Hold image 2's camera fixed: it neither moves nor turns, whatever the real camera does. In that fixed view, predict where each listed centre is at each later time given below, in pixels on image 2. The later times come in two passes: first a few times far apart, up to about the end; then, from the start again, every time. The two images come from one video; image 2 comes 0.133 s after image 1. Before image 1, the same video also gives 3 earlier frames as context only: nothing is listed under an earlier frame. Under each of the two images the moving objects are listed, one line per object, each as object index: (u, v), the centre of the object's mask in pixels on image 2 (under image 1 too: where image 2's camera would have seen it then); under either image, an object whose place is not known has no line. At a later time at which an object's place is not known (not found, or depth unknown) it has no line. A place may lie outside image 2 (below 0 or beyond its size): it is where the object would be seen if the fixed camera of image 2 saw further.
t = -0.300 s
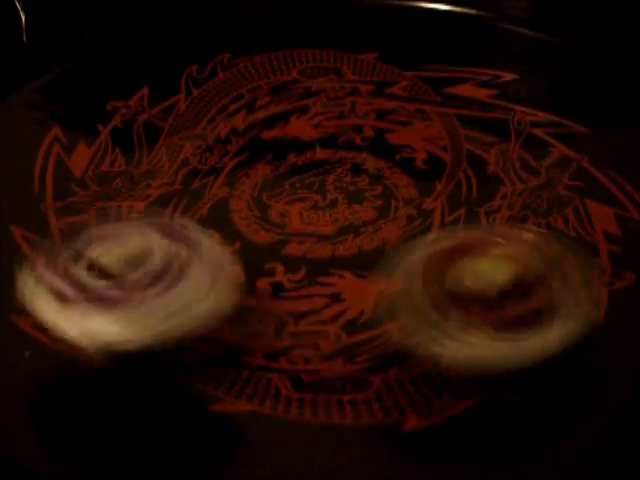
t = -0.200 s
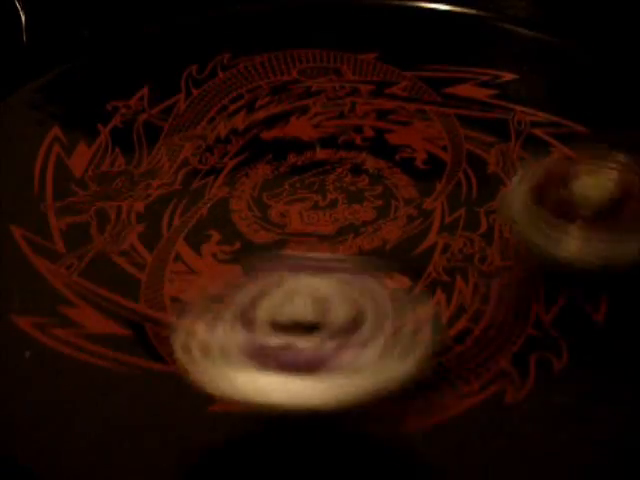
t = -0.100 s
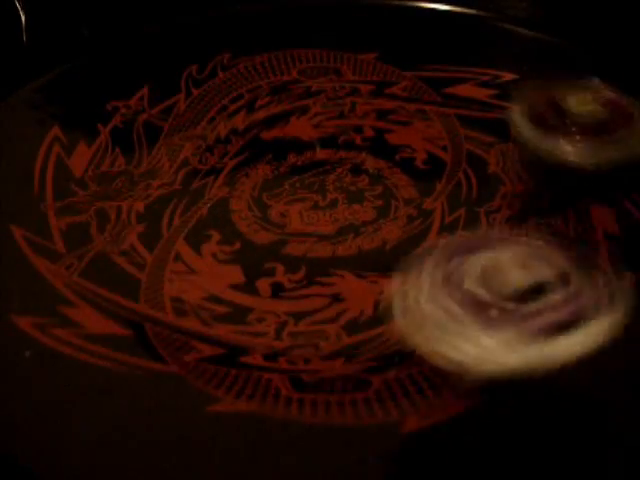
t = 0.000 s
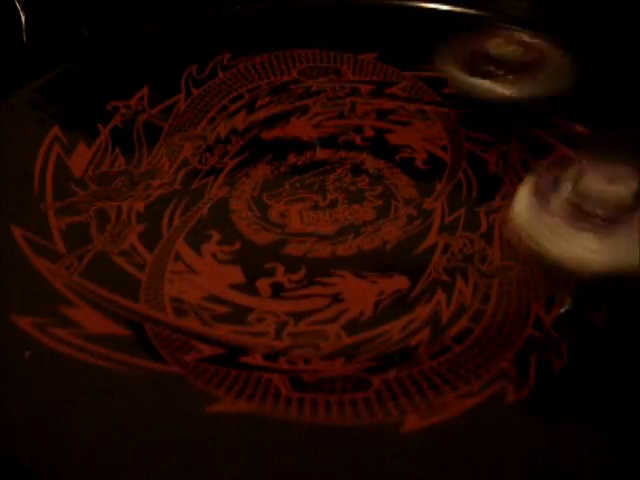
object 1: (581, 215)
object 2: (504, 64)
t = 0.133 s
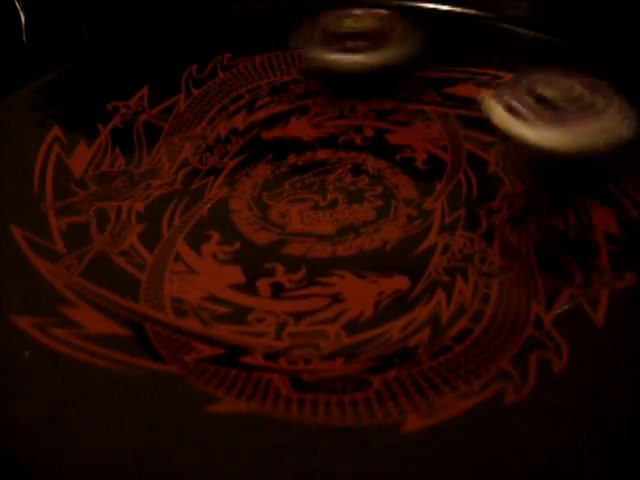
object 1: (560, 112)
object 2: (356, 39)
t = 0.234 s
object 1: (463, 66)
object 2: (239, 57)
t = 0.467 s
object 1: (194, 65)
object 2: (101, 210)
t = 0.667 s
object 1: (69, 186)
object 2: (373, 331)
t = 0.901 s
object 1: (383, 303)
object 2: (605, 170)
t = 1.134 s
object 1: (578, 136)
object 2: (437, 61)
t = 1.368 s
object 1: (377, 45)
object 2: (178, 111)
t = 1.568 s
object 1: (167, 93)
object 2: (93, 258)
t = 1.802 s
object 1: (144, 261)
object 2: (480, 349)
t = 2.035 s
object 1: (533, 272)
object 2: (581, 151)
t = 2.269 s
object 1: (535, 100)
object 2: (349, 72)
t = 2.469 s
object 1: (321, 58)
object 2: (127, 108)
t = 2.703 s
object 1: (99, 133)
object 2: (89, 286)
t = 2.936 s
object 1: (215, 295)
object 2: (503, 294)
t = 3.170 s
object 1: (558, 210)
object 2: (523, 108)
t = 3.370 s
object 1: (495, 78)
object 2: (322, 51)
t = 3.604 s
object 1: (256, 59)
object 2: (99, 134)
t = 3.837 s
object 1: (107, 182)
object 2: (243, 306)
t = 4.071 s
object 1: (358, 304)
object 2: (575, 207)
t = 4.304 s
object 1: (575, 163)
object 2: (470, 66)
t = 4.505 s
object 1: (435, 70)
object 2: (247, 77)
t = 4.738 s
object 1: (197, 88)
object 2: (118, 214)
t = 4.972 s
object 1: (107, 228)
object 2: (425, 329)
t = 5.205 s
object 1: (443, 282)
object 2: (587, 159)
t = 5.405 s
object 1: (548, 143)
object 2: (423, 78)
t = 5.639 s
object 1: (364, 60)
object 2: (179, 111)
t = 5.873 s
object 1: (154, 113)
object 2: (100, 269)
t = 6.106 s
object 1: (187, 266)
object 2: (485, 312)
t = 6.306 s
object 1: (493, 265)
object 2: (557, 153)
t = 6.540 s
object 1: (526, 111)
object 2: (351, 71)
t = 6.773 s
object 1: (313, 71)
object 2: (119, 120)
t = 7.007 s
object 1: (140, 133)
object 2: (170, 293)
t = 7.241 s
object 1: (224, 272)
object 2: (533, 247)
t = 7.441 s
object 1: (505, 241)
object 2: (521, 106)
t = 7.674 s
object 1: (502, 100)
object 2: (294, 64)
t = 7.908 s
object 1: (310, 72)
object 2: (122, 166)
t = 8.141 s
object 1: (184, 108)
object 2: (303, 315)
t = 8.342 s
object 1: (159, 216)
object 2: (571, 224)
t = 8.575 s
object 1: (433, 262)
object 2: (480, 88)
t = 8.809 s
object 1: (537, 133)
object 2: (244, 97)
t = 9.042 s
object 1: (372, 77)
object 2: (110, 221)
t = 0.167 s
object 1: (530, 92)
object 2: (316, 42)
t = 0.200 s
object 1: (498, 77)
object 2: (277, 48)
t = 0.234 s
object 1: (463, 66)
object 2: (239, 57)
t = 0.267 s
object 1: (425, 57)
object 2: (205, 69)
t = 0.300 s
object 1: (387, 51)
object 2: (171, 85)
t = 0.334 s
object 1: (348, 48)
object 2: (144, 104)
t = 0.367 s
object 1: (310, 48)
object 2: (123, 126)
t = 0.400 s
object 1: (271, 50)
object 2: (106, 152)
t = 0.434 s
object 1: (232, 56)
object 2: (98, 179)
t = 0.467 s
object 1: (194, 65)
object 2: (101, 210)
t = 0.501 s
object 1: (160, 77)
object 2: (115, 237)
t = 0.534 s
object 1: (128, 92)
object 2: (142, 267)
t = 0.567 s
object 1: (101, 112)
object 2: (184, 295)
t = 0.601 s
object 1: (80, 134)
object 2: (236, 314)
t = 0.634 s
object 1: (70, 158)
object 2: (297, 327)
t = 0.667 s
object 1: (69, 186)
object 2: (373, 331)
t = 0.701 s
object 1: (80, 217)
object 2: (440, 326)
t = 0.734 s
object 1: (98, 243)
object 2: (507, 309)
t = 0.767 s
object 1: (135, 269)
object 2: (550, 287)
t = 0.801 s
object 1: (183, 288)
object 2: (575, 260)
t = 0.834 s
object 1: (245, 301)
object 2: (591, 231)
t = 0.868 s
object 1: (315, 308)
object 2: (602, 195)
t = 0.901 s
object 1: (383, 303)
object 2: (605, 170)
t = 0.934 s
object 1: (443, 293)
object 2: (601, 144)
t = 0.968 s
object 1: (496, 273)
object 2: (593, 120)
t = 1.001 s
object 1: (538, 249)
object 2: (578, 102)
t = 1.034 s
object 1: (562, 220)
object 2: (550, 86)
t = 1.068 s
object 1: (576, 190)
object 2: (516, 74)
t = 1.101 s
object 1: (578, 162)
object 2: (480, 66)
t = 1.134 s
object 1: (578, 136)
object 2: (437, 61)
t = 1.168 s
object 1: (569, 113)
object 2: (394, 60)
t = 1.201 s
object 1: (548, 92)
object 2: (354, 61)
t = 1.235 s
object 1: (519, 74)
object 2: (315, 65)
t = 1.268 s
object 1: (489, 62)
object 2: (277, 74)
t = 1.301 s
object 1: (454, 54)
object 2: (241, 83)
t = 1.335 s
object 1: (415, 48)
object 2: (209, 96)
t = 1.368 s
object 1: (377, 45)
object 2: (178, 111)
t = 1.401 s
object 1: (339, 45)
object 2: (147, 129)
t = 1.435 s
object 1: (300, 49)
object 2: (122, 150)
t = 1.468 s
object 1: (263, 56)
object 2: (100, 172)
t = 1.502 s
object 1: (229, 66)
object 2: (86, 199)
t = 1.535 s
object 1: (196, 79)
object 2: (85, 228)
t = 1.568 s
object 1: (167, 93)
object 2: (93, 258)
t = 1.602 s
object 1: (142, 112)
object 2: (117, 289)
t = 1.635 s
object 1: (121, 134)
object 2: (153, 317)
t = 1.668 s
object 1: (106, 158)
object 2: (209, 344)
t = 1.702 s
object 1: (99, 184)
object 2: (264, 359)
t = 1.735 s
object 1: (103, 212)
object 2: (339, 368)
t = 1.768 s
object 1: (116, 237)
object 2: (410, 363)
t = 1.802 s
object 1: (144, 261)
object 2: (480, 349)
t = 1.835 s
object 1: (185, 285)
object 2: (532, 326)
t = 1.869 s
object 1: (236, 301)
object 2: (562, 297)
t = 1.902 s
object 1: (300, 313)
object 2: (579, 266)
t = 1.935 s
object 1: (370, 316)
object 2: (589, 230)
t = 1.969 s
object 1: (429, 308)
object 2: (592, 201)
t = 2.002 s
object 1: (489, 292)
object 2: (589, 174)
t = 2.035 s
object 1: (533, 272)
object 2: (581, 151)
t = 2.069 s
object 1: (559, 246)
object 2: (564, 129)
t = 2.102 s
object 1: (576, 217)
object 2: (534, 113)
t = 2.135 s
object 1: (583, 188)
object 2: (499, 98)
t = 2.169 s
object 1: (582, 162)
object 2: (465, 86)
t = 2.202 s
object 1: (576, 138)
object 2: (424, 79)
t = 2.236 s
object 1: (563, 118)
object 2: (386, 74)
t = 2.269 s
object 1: (535, 100)
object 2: (349, 72)
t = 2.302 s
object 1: (503, 84)
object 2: (310, 71)
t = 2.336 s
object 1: (469, 73)
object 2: (272, 73)
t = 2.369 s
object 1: (433, 66)
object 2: (232, 77)
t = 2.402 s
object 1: (396, 60)
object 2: (195, 84)
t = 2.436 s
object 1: (358, 58)
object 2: (159, 94)
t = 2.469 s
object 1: (321, 58)
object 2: (127, 108)
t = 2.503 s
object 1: (284, 60)
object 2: (97, 124)
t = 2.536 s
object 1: (249, 65)
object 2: (72, 146)
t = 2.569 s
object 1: (214, 72)
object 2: (61, 168)
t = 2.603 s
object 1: (180, 82)
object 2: (57, 195)
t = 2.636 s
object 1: (148, 96)
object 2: (58, 227)
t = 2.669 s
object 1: (121, 113)
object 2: (69, 256)
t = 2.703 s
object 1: (99, 133)
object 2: (89, 286)
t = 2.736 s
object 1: (81, 155)
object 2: (126, 311)
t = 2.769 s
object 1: (75, 180)
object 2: (182, 331)
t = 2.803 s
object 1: (80, 206)
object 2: (246, 342)
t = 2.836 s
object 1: (94, 234)
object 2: (316, 345)
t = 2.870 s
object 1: (121, 256)
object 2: (388, 336)
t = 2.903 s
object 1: (163, 280)
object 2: (450, 318)
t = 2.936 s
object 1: (215, 295)
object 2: (503, 294)
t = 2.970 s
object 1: (277, 305)
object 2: (536, 265)
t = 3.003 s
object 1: (341, 306)
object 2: (556, 236)
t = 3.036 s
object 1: (406, 296)
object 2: (567, 204)
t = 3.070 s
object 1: (458, 281)
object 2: (569, 177)
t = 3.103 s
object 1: (504, 261)
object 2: (562, 151)
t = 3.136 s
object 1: (539, 237)
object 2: (543, 130)
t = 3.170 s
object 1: (558, 210)
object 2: (523, 108)
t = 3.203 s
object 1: (568, 183)
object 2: (495, 91)
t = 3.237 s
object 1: (567, 156)
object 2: (466, 76)
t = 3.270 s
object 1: (560, 132)
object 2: (432, 66)
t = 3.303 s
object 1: (544, 112)
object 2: (395, 57)
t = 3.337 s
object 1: (521, 93)
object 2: (358, 52)
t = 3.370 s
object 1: (495, 78)
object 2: (322, 51)
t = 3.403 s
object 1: (466, 67)
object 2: (283, 53)
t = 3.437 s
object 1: (432, 58)
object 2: (246, 58)
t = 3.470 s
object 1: (398, 52)
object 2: (209, 67)
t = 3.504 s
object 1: (362, 50)
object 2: (175, 78)
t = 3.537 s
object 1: (326, 50)
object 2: (146, 93)
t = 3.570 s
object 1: (290, 54)
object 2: (121, 111)
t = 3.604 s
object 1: (256, 59)
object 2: (99, 134)
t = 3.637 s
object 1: (223, 69)
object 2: (87, 157)
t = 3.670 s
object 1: (193, 81)
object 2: (82, 187)
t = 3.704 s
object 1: (166, 95)
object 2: (91, 215)
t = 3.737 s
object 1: (142, 113)
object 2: (109, 243)
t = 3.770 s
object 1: (124, 134)
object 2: (145, 269)
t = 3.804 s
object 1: (111, 156)
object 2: (190, 292)
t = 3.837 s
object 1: (107, 182)
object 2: (243, 306)
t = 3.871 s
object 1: (112, 208)
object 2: (303, 315)
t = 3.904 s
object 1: (125, 231)
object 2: (372, 314)
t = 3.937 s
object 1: (153, 254)
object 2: (438, 304)
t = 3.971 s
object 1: (189, 275)
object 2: (493, 286)
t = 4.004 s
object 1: (240, 292)
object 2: (533, 262)
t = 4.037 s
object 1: (297, 302)
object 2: (560, 237)
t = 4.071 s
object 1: (358, 304)
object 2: (575, 207)
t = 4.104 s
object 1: (417, 298)
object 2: (581, 179)
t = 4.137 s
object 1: (472, 285)
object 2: (580, 153)
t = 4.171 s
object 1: (517, 267)
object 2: (574, 128)
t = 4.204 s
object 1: (549, 242)
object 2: (559, 108)
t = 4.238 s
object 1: (567, 215)
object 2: (534, 90)
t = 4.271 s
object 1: (576, 187)
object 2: (501, 76)
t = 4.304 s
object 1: (575, 163)
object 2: (470, 66)
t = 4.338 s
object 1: (569, 140)
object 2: (433, 60)
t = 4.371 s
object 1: (555, 119)
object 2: (394, 57)
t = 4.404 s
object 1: (531, 103)
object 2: (355, 57)
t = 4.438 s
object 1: (501, 89)
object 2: (320, 61)
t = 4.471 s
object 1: (470, 78)
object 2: (282, 67)
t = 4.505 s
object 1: (435, 70)
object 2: (247, 77)
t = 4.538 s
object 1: (399, 65)
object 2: (216, 89)
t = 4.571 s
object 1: (364, 64)
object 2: (190, 104)
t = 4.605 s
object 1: (329, 64)
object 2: (164, 121)
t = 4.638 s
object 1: (295, 67)
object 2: (143, 141)
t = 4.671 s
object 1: (261, 72)
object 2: (130, 162)
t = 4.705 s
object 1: (229, 79)
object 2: (119, 189)
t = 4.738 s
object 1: (197, 88)
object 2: (118, 214)
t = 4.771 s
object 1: (168, 101)
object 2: (127, 241)
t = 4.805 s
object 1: (142, 116)
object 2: (149, 270)
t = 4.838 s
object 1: (120, 133)
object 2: (188, 295)
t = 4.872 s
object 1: (102, 156)
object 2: (236, 315)
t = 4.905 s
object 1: (94, 178)
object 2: (293, 328)
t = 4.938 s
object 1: (95, 204)
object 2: (361, 334)
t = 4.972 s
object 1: (107, 228)
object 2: (425, 329)
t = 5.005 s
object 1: (130, 249)
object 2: (485, 315)
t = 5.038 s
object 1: (167, 272)
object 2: (533, 295)
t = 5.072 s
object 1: (216, 289)
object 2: (562, 268)
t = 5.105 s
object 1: (269, 300)
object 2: (579, 241)
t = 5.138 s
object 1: (330, 302)
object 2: (589, 211)
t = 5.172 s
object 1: (390, 297)
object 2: (591, 184)
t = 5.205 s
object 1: (443, 282)
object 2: (587, 159)
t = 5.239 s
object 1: (489, 264)
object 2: (578, 137)
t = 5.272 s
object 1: (521, 242)
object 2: (559, 119)
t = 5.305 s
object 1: (547, 216)
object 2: (529, 104)
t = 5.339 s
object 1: (557, 190)
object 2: (496, 91)
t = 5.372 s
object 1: (557, 165)
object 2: (461, 83)
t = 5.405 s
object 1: (548, 143)
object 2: (423, 78)
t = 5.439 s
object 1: (534, 123)
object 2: (383, 76)
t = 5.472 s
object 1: (513, 103)
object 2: (346, 76)
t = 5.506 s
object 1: (488, 88)
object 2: (312, 78)
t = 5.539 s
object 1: (461, 77)
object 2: (280, 83)
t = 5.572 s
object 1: (430, 68)
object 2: (242, 90)
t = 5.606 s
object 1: (398, 62)
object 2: (210, 100)
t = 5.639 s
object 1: (364, 60)
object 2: (179, 111)
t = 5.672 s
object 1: (330, 59)
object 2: (149, 125)
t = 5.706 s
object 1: (296, 61)
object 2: (122, 143)
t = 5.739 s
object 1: (264, 66)
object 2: (99, 163)
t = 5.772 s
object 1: (233, 74)
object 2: (83, 187)
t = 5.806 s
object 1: (204, 84)
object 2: (80, 213)
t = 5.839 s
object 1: (177, 97)
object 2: (84, 243)
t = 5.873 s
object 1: (154, 113)
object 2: (100, 269)
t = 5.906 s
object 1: (135, 133)
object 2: (134, 298)
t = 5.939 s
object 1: (123, 153)
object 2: (179, 320)
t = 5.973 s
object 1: (117, 176)
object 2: (234, 336)
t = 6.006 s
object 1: (120, 200)
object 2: (295, 345)
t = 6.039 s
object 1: (132, 223)
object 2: (365, 344)
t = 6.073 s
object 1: (154, 243)
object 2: (427, 332)
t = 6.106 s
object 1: (187, 266)
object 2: (485, 312)
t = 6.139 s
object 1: (232, 283)
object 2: (525, 288)
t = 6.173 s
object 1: (285, 294)
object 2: (550, 259)
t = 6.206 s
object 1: (339, 297)
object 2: (564, 230)
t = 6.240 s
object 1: (398, 292)
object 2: (569, 203)
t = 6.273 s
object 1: (448, 281)
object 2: (568, 177)
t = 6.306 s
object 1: (493, 265)
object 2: (557, 153)
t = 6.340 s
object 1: (529, 243)
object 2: (536, 133)
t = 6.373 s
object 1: (553, 218)
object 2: (510, 116)
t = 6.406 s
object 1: (564, 193)
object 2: (483, 102)
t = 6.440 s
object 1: (566, 171)
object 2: (451, 89)
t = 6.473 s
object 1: (562, 148)
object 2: (416, 81)
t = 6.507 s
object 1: (546, 128)
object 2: (383, 75)
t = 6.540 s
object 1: (526, 111)
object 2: (351, 71)
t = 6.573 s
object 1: (501, 96)
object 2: (315, 69)
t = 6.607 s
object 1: (471, 85)
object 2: (277, 70)
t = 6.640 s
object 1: (438, 76)
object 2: (242, 74)
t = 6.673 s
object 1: (406, 72)
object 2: (209, 81)
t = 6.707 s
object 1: (374, 70)
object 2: (175, 91)
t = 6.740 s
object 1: (341, 70)
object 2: (146, 103)
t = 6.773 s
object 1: (313, 71)
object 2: (119, 120)
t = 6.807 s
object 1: (286, 74)
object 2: (97, 139)
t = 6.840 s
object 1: (260, 79)
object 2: (81, 164)
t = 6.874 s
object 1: (234, 84)
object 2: (76, 189)
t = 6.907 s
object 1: (208, 92)
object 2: (81, 218)
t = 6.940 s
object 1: (183, 103)
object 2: (96, 244)
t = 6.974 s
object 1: (160, 116)
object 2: (125, 268)
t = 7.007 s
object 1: (140, 133)
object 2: (170, 293)
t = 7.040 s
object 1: (127, 152)
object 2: (223, 309)
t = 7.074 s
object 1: (119, 173)
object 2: (283, 318)
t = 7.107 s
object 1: (121, 196)
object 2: (344, 317)
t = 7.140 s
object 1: (132, 217)
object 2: (406, 308)
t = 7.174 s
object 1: (152, 237)
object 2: (461, 293)
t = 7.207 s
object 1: (185, 257)
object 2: (501, 271)
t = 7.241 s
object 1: (224, 272)
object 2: (533, 247)
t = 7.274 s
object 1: (270, 283)
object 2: (555, 221)
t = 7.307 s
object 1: (326, 288)
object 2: (563, 194)
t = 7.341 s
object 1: (377, 284)
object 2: (565, 168)
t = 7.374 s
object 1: (426, 275)
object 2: (558, 145)
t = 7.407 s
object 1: (470, 260)
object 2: (542, 123)
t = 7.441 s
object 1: (505, 241)
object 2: (521, 106)
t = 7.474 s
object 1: (531, 220)
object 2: (493, 90)
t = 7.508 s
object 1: (548, 197)
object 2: (466, 78)
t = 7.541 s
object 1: (554, 175)
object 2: (434, 69)
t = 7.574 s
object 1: (551, 154)
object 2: (399, 63)
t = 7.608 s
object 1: (540, 133)
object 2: (364, 60)
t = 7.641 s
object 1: (524, 116)
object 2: (328, 60)
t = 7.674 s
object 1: (502, 100)
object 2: (294, 64)
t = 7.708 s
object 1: (477, 89)
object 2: (260, 71)
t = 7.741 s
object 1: (449, 80)
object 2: (228, 79)
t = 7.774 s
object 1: (416, 74)
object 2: (198, 91)
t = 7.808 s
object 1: (386, 71)
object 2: (172, 106)
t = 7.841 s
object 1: (358, 70)
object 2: (150, 125)
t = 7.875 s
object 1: (332, 71)
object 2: (133, 143)
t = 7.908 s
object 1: (310, 72)
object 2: (122, 166)
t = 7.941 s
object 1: (291, 75)
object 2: (118, 191)
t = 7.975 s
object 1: (271, 77)
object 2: (123, 215)
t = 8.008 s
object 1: (254, 81)
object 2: (136, 241)
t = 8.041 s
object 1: (237, 86)
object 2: (164, 267)
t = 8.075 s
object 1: (220, 91)
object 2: (200, 289)
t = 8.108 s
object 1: (202, 98)
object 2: (246, 304)
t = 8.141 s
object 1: (184, 108)
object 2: (303, 315)
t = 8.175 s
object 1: (167, 120)
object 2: (368, 318)
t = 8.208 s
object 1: (152, 136)
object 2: (427, 311)
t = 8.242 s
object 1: (142, 155)
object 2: (481, 297)
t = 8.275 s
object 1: (140, 176)
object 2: (523, 277)
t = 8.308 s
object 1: (146, 195)
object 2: (553, 251)
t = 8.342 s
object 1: (159, 216)
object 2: (571, 224)
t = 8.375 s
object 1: (181, 233)
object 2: (578, 198)
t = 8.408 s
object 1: (211, 248)
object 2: (580, 173)
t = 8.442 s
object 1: (251, 262)
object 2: (575, 150)
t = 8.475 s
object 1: (294, 271)
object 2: (563, 129)
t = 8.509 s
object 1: (342, 273)
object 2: (539, 112)
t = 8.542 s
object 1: (389, 270)
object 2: (511, 98)
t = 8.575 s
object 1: (433, 262)
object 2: (480, 88)
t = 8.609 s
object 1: (474, 248)
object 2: (443, 79)
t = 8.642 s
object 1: (506, 232)
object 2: (409, 77)
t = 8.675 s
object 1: (530, 212)
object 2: (373, 76)
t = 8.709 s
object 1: (544, 192)
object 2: (341, 77)
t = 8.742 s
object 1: (550, 171)
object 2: (307, 81)
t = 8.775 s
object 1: (547, 152)
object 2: (274, 89)
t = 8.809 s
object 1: (537, 133)
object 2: (244, 97)
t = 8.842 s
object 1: (523, 118)
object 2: (215, 107)
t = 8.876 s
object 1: (501, 104)
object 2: (187, 121)
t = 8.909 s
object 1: (474, 92)
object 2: (162, 134)
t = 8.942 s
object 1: (447, 84)
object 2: (140, 152)
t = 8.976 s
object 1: (417, 80)
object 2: (122, 172)
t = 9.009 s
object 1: (392, 77)
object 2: (112, 194)
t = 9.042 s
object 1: (372, 77)
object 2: (110, 221)
